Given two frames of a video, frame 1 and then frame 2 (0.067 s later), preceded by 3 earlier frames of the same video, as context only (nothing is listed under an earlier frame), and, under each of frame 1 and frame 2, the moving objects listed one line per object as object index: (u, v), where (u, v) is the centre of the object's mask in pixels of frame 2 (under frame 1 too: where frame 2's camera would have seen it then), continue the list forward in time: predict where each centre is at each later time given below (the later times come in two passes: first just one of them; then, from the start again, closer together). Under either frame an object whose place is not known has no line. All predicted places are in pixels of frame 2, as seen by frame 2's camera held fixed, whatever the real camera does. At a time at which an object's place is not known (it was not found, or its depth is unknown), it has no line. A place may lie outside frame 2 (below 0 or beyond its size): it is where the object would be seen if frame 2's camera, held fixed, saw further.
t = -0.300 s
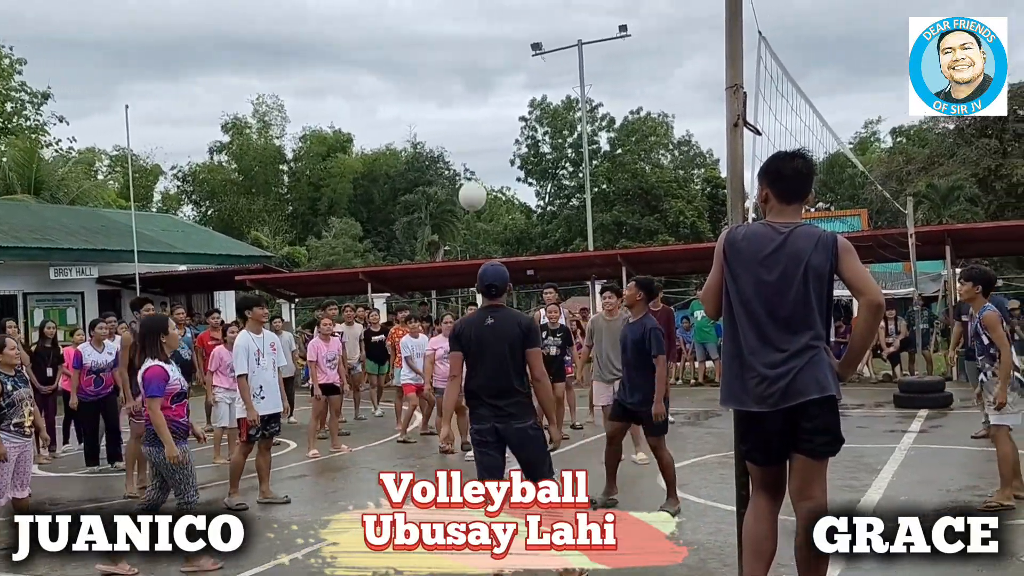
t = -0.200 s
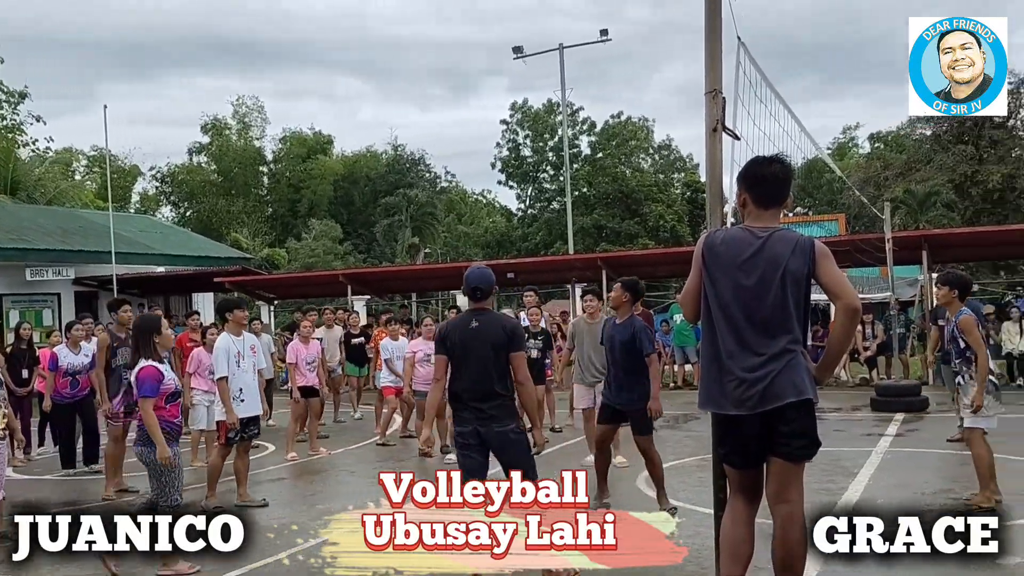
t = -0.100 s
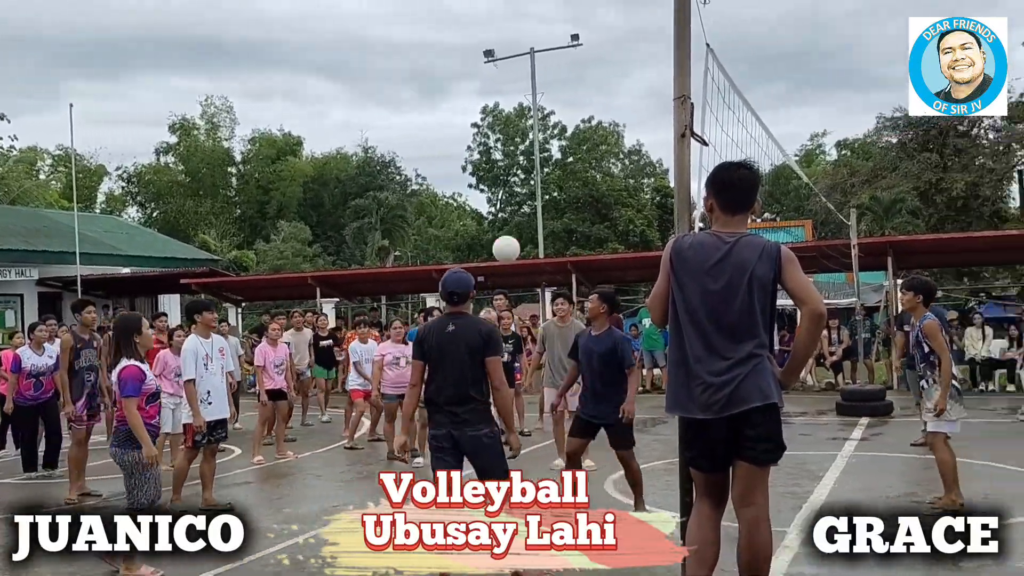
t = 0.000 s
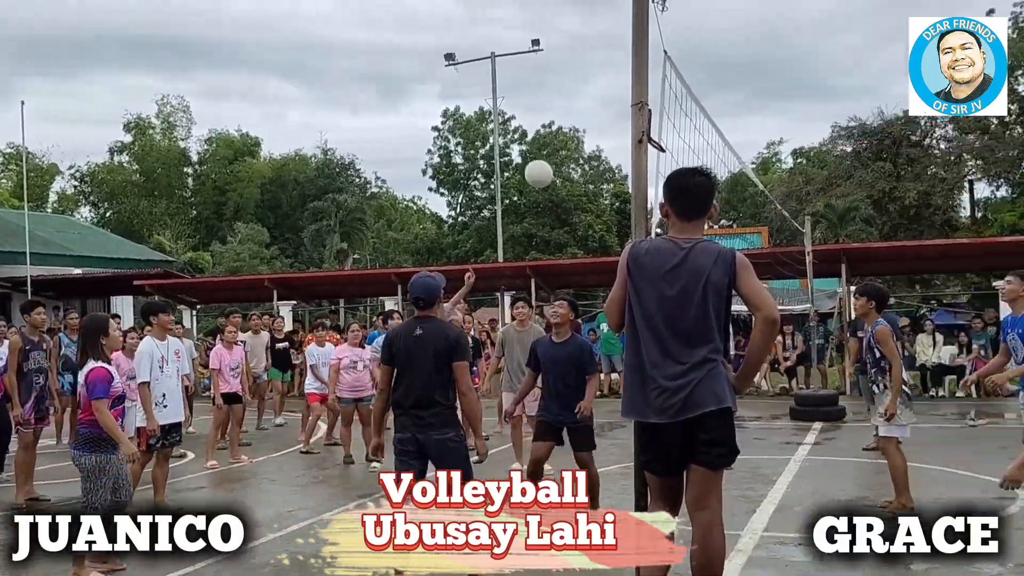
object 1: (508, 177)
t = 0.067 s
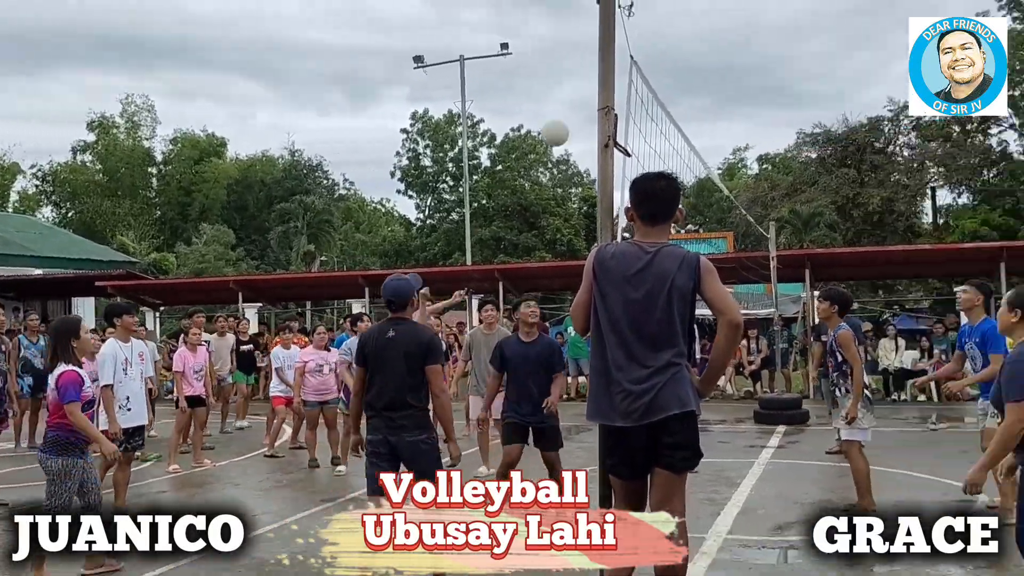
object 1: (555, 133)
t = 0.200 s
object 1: (651, 63)
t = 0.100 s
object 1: (579, 113)
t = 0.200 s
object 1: (651, 63)
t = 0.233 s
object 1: (674, 50)
